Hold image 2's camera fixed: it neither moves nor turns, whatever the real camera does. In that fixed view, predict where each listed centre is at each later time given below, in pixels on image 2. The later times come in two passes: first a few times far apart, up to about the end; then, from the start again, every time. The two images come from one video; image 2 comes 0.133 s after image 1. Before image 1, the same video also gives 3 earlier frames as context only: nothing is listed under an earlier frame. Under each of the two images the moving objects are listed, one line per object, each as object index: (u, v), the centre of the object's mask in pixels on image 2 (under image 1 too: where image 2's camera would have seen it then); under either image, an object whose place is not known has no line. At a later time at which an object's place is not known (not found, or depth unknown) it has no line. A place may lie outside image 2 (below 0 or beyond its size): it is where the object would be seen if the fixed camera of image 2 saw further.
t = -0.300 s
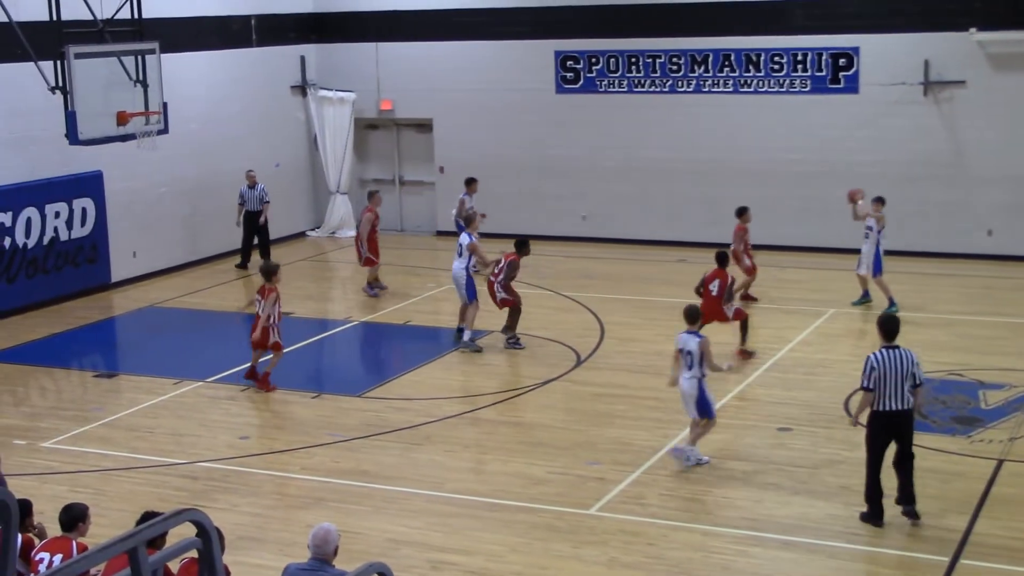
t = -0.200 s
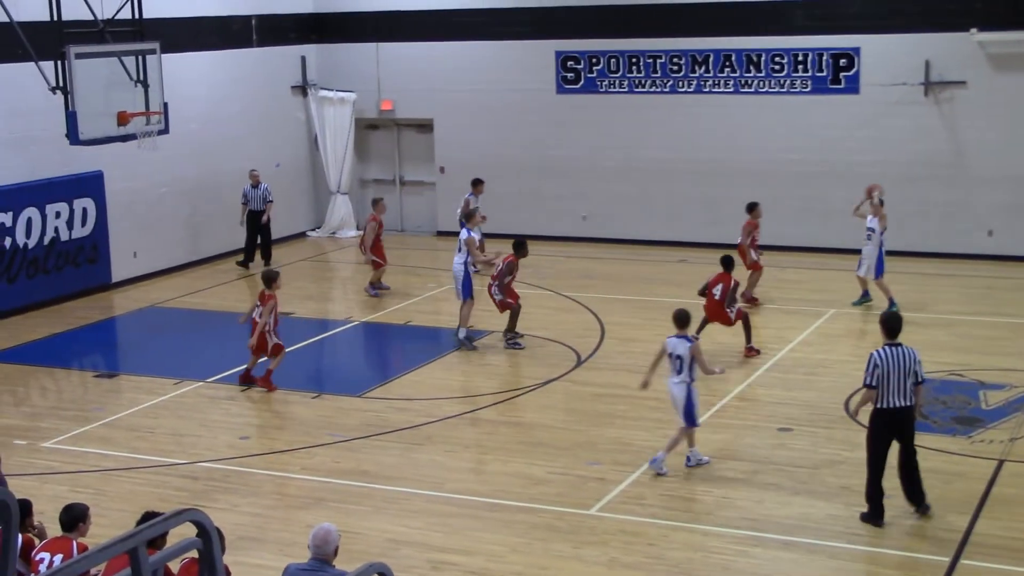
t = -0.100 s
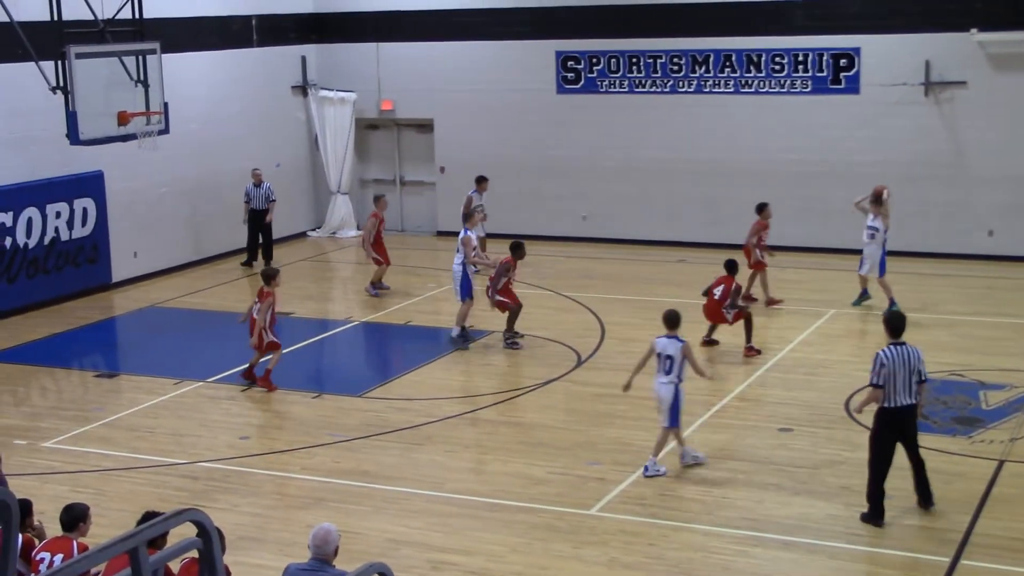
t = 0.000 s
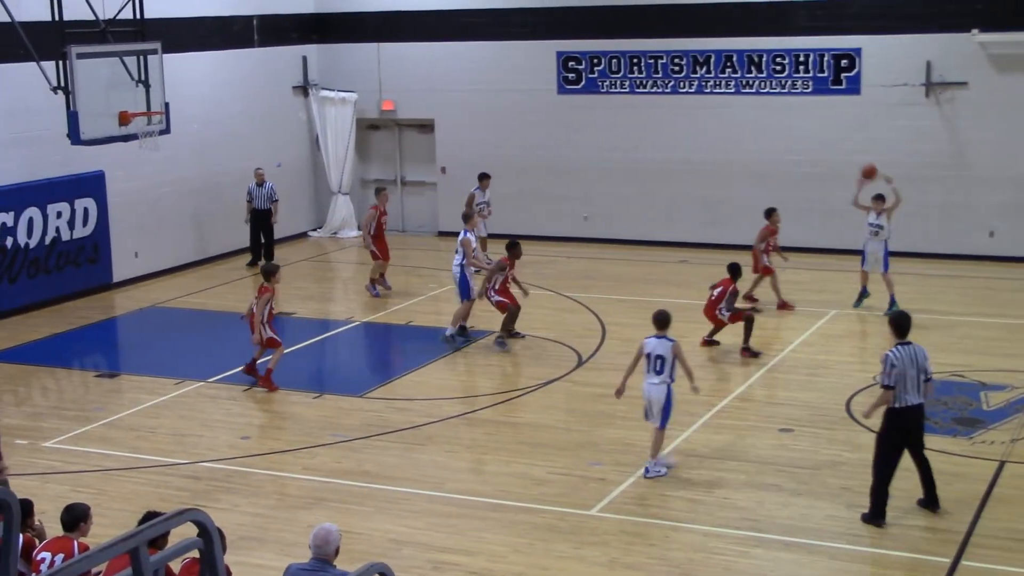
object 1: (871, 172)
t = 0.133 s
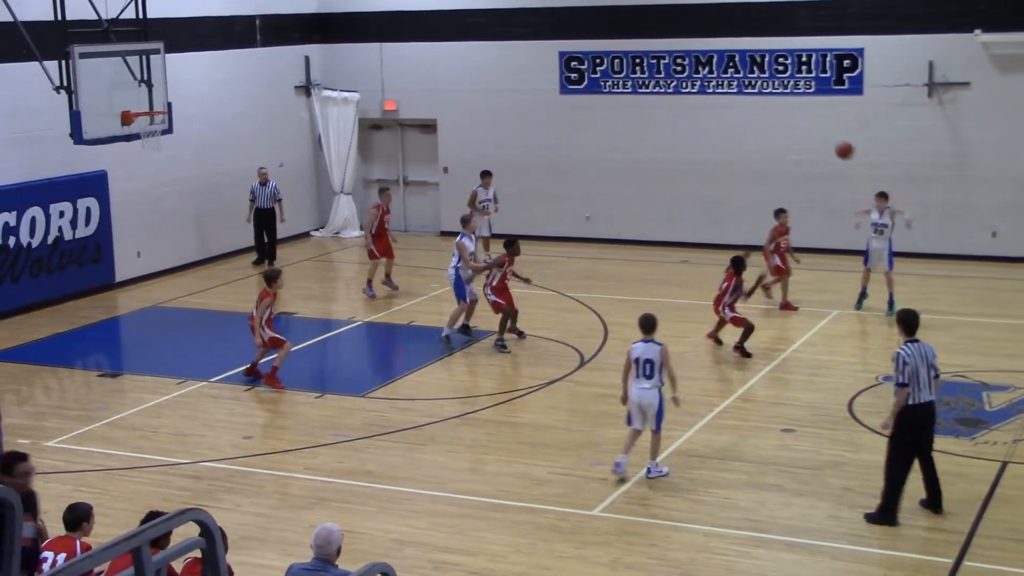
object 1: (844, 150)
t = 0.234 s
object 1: (822, 142)
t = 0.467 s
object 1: (764, 152)
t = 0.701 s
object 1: (693, 215)
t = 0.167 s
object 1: (837, 147)
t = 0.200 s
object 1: (830, 144)
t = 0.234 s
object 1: (822, 142)
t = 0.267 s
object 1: (814, 141)
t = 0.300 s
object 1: (807, 140)
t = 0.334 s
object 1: (799, 140)
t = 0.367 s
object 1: (790, 142)
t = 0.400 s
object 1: (782, 144)
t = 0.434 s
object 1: (773, 148)
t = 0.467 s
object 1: (764, 152)
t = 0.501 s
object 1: (755, 157)
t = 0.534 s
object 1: (745, 164)
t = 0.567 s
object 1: (735, 171)
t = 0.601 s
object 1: (725, 180)
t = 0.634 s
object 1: (715, 191)
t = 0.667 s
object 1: (705, 202)
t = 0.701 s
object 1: (693, 215)
